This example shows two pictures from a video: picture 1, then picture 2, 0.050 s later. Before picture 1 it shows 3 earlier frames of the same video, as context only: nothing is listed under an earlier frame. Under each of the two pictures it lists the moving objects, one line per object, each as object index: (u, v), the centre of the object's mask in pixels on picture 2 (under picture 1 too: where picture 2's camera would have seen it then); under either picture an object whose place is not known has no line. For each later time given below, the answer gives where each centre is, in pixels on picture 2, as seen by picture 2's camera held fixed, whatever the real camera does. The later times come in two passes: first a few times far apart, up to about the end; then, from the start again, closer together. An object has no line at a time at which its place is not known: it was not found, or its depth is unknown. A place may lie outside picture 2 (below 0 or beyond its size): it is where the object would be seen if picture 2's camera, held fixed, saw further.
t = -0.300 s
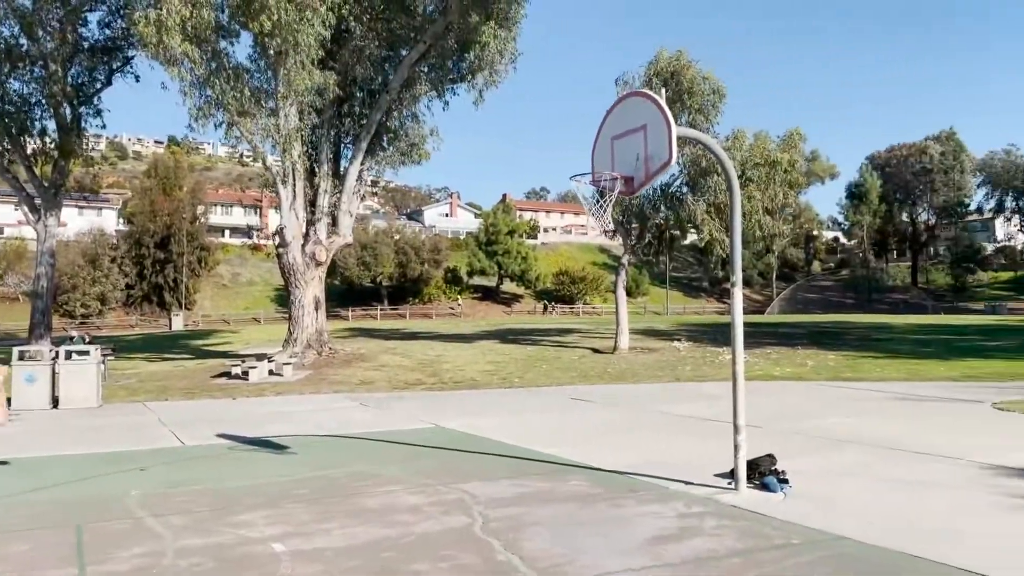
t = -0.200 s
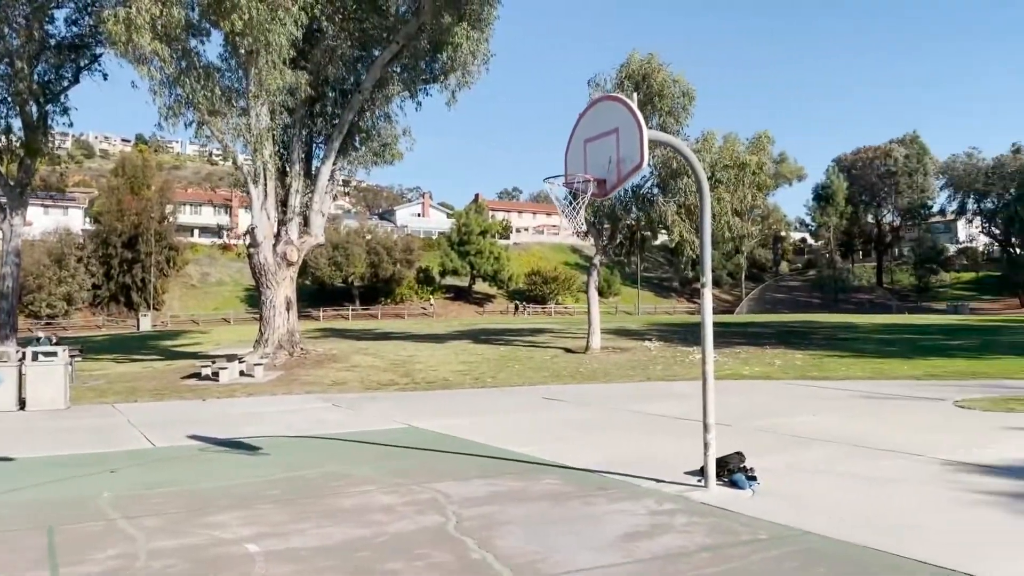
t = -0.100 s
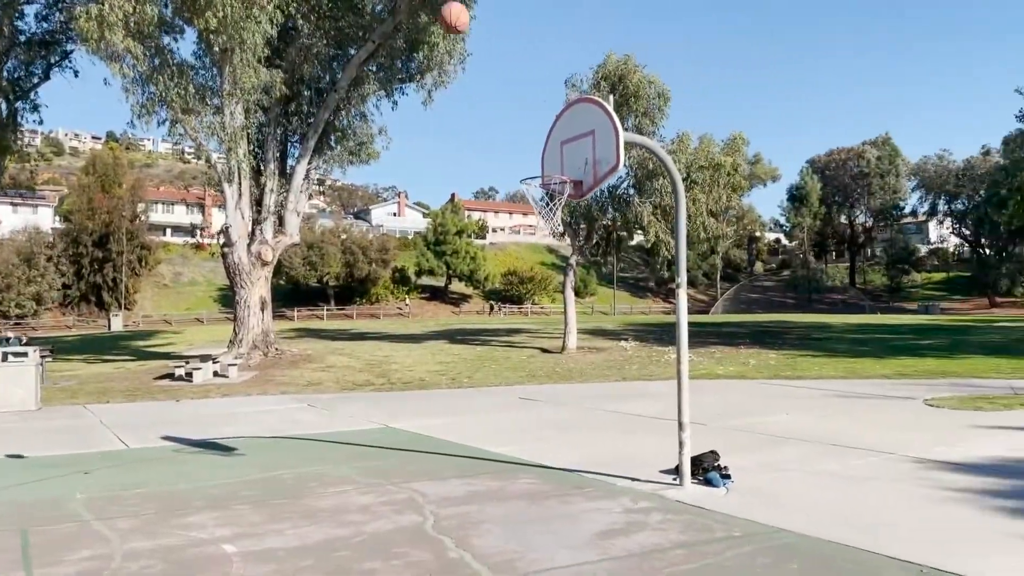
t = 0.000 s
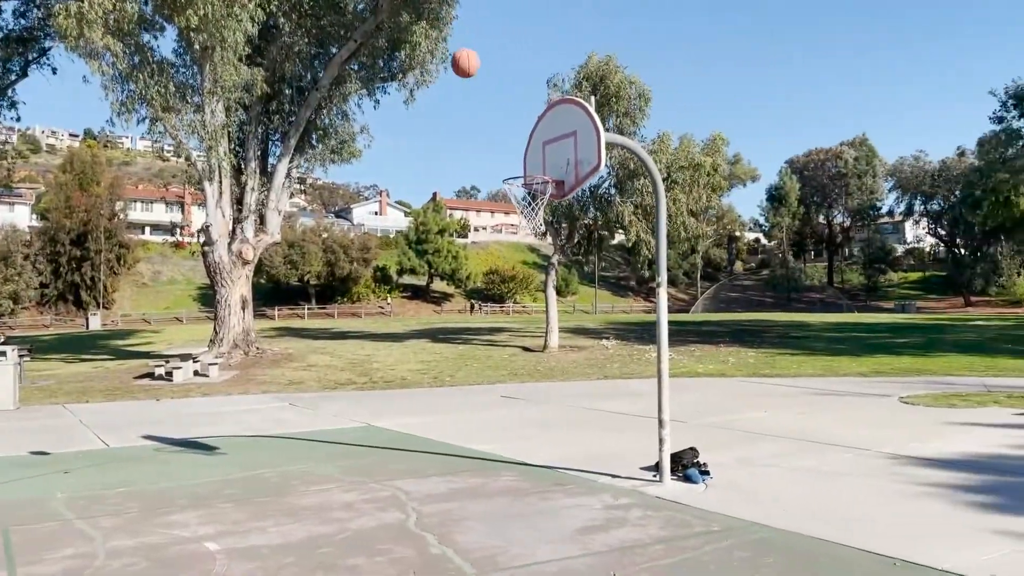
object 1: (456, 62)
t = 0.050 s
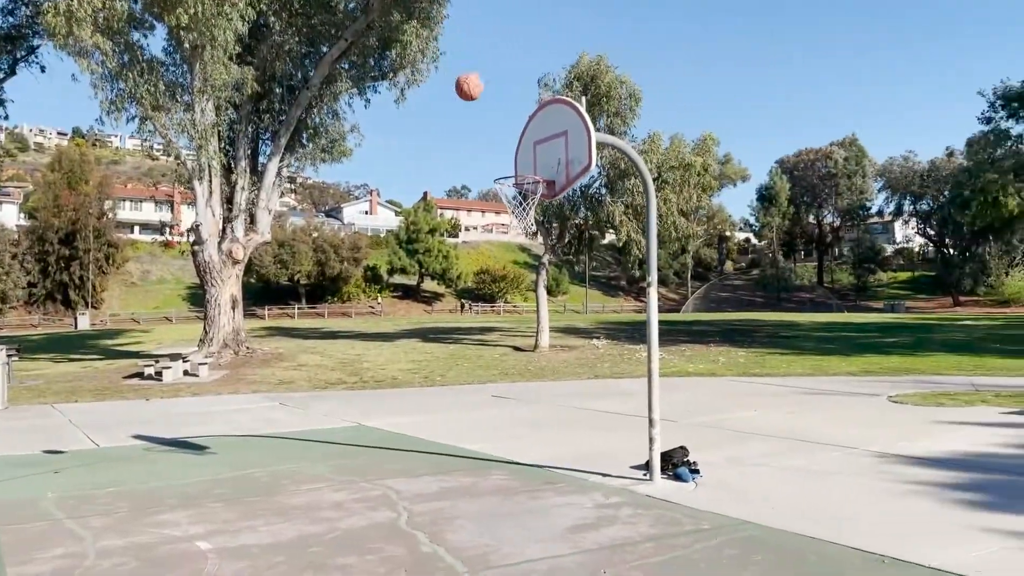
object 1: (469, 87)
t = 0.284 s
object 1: (498, 144)
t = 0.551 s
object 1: (482, 99)
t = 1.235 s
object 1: (470, 310)
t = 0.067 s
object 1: (472, 95)
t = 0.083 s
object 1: (477, 103)
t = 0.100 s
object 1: (481, 112)
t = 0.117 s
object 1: (485, 120)
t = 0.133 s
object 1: (489, 129)
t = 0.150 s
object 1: (492, 138)
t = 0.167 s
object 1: (496, 146)
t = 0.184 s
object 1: (499, 155)
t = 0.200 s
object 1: (502, 164)
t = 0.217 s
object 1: (503, 166)
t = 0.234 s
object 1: (501, 160)
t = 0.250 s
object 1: (500, 155)
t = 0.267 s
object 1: (499, 149)
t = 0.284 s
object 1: (498, 144)
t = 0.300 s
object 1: (497, 139)
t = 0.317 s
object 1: (496, 134)
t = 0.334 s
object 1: (495, 130)
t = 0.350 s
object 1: (494, 126)
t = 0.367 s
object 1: (493, 122)
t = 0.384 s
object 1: (491, 118)
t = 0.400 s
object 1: (491, 115)
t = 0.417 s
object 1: (490, 113)
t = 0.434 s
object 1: (489, 110)
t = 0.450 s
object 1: (488, 108)
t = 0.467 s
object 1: (486, 105)
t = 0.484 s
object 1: (486, 104)
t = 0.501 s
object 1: (484, 102)
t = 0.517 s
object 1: (483, 100)
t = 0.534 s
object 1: (483, 99)
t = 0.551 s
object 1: (482, 99)
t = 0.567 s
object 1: (481, 99)
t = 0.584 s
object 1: (480, 98)
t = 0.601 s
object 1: (479, 99)
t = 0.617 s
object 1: (478, 99)
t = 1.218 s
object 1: (476, 300)
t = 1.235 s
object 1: (470, 310)
